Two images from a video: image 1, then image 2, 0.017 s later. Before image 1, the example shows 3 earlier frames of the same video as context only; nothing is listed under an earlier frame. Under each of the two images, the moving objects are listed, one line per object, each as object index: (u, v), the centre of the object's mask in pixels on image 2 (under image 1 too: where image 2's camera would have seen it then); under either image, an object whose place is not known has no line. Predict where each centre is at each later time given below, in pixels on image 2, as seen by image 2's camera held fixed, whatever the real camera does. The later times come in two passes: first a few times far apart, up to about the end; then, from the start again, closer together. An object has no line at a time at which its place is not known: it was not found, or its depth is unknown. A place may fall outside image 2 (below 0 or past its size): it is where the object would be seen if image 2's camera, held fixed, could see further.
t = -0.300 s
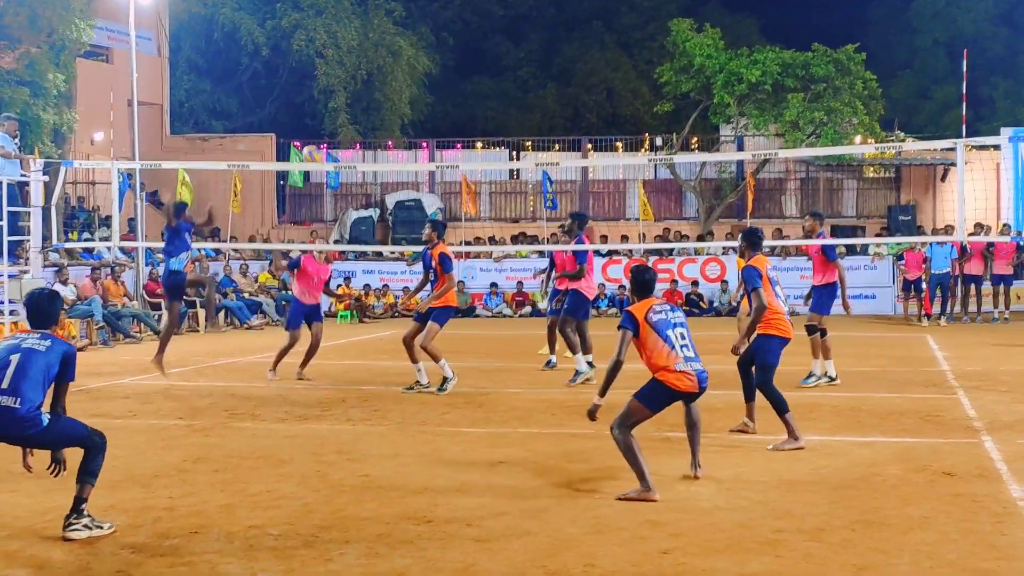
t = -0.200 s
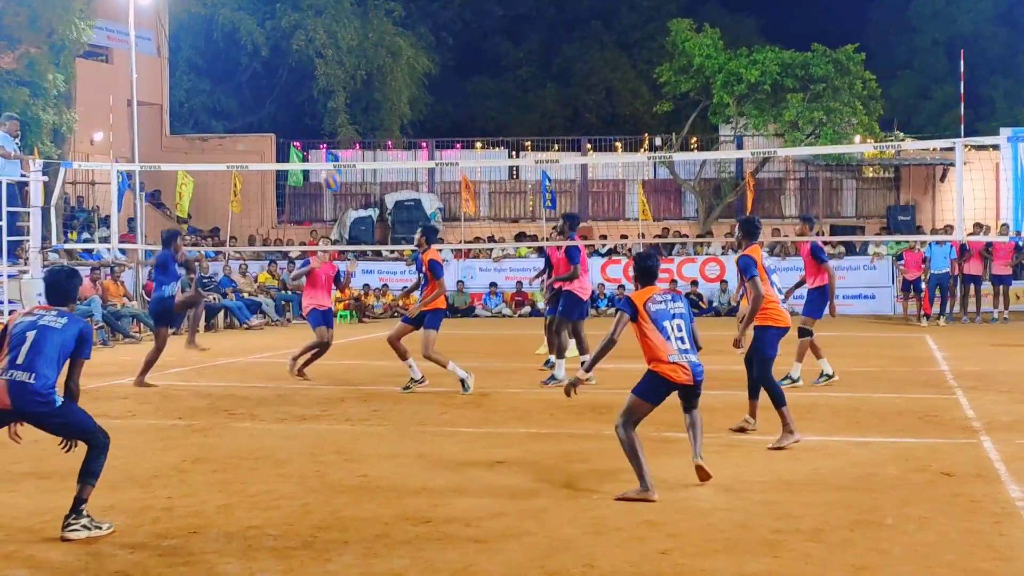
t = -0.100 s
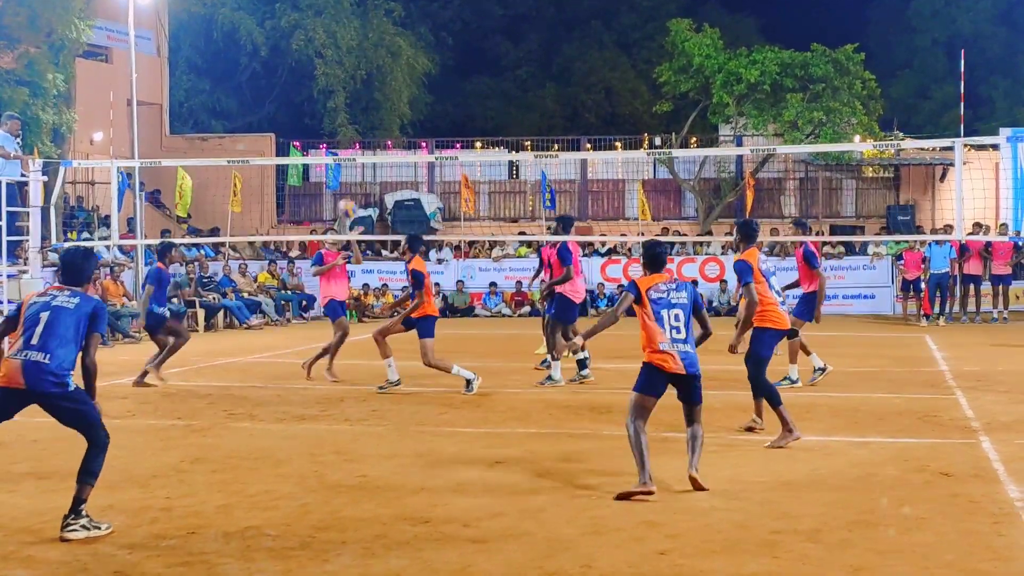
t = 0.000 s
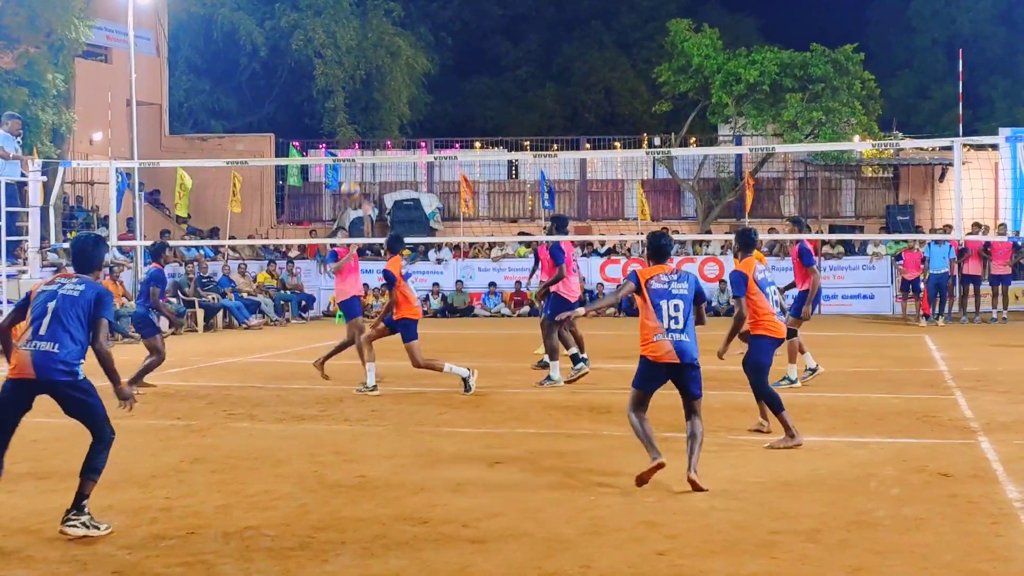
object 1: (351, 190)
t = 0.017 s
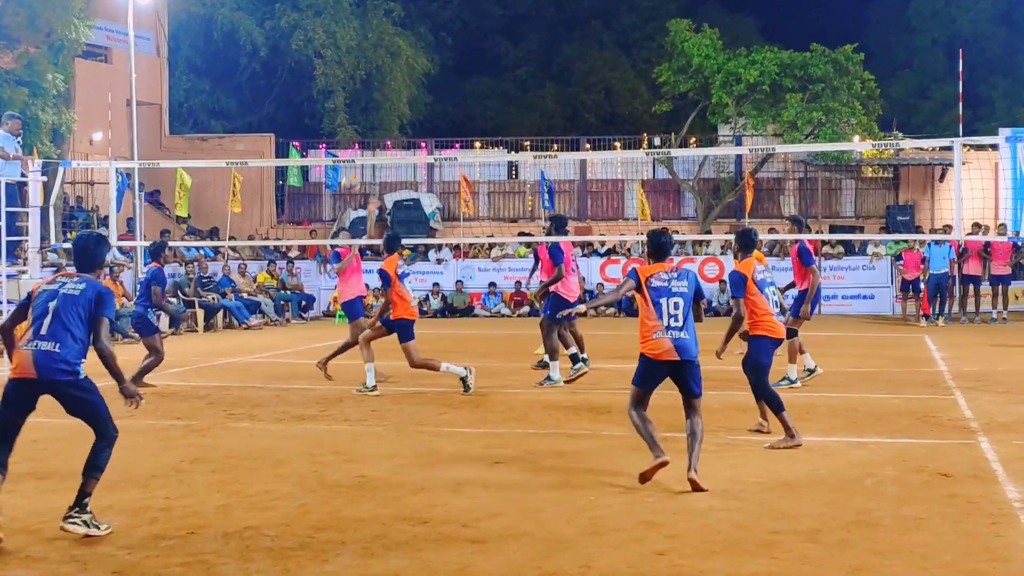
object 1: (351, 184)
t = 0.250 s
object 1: (354, 118)
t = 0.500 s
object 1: (357, 100)
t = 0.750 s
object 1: (360, 133)
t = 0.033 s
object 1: (350, 178)
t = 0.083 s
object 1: (351, 157)
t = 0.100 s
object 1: (352, 154)
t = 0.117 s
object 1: (352, 150)
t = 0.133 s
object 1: (352, 145)
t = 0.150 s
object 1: (353, 141)
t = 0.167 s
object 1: (353, 136)
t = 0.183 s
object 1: (353, 133)
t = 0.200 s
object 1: (353, 129)
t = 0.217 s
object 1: (353, 125)
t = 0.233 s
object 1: (354, 121)
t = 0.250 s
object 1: (354, 118)
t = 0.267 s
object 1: (354, 116)
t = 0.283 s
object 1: (354, 113)
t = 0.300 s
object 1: (354, 111)
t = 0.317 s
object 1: (354, 108)
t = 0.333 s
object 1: (354, 106)
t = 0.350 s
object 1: (354, 104)
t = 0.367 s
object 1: (355, 103)
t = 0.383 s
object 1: (355, 102)
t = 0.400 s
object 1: (355, 101)
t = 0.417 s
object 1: (355, 100)
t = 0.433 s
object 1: (355, 100)
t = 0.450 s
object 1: (356, 99)
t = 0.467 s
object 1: (356, 99)
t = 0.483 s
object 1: (356, 99)
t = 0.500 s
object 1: (357, 100)
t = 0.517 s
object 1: (357, 100)
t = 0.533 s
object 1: (357, 101)
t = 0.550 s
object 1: (357, 102)
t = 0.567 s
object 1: (358, 104)
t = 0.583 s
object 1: (358, 105)
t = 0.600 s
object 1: (358, 107)
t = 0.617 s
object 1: (358, 109)
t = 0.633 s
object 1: (359, 111)
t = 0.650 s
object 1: (359, 114)
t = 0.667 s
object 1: (359, 116)
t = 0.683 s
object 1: (359, 119)
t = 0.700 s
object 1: (359, 122)
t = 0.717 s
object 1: (359, 126)
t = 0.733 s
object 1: (360, 129)
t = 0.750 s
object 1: (360, 133)
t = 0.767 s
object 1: (360, 137)
